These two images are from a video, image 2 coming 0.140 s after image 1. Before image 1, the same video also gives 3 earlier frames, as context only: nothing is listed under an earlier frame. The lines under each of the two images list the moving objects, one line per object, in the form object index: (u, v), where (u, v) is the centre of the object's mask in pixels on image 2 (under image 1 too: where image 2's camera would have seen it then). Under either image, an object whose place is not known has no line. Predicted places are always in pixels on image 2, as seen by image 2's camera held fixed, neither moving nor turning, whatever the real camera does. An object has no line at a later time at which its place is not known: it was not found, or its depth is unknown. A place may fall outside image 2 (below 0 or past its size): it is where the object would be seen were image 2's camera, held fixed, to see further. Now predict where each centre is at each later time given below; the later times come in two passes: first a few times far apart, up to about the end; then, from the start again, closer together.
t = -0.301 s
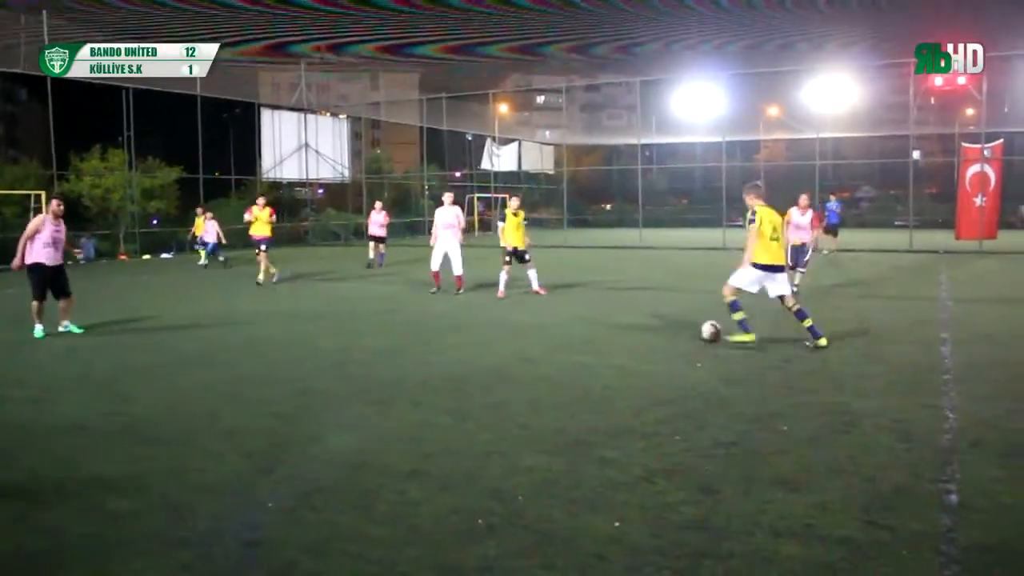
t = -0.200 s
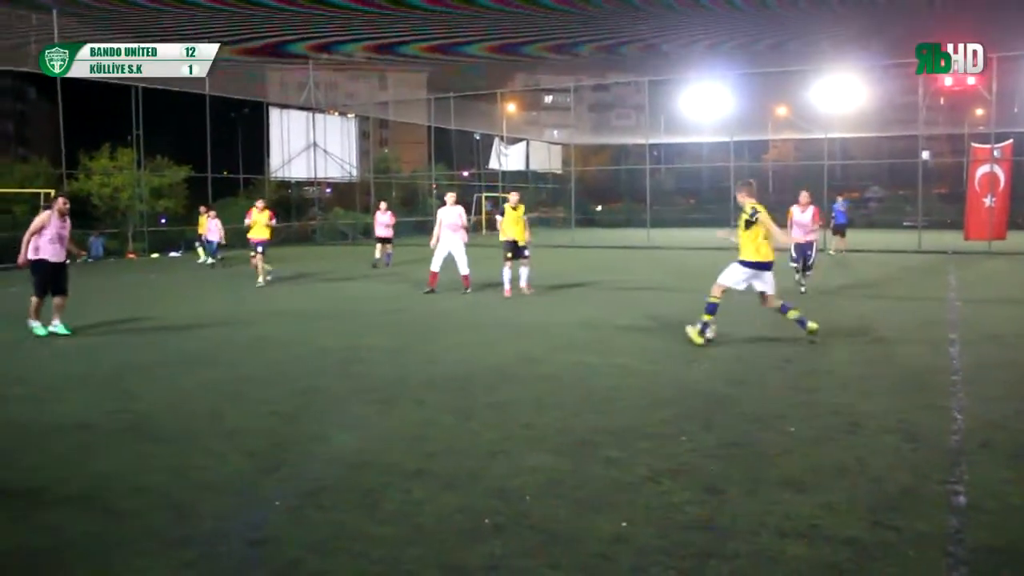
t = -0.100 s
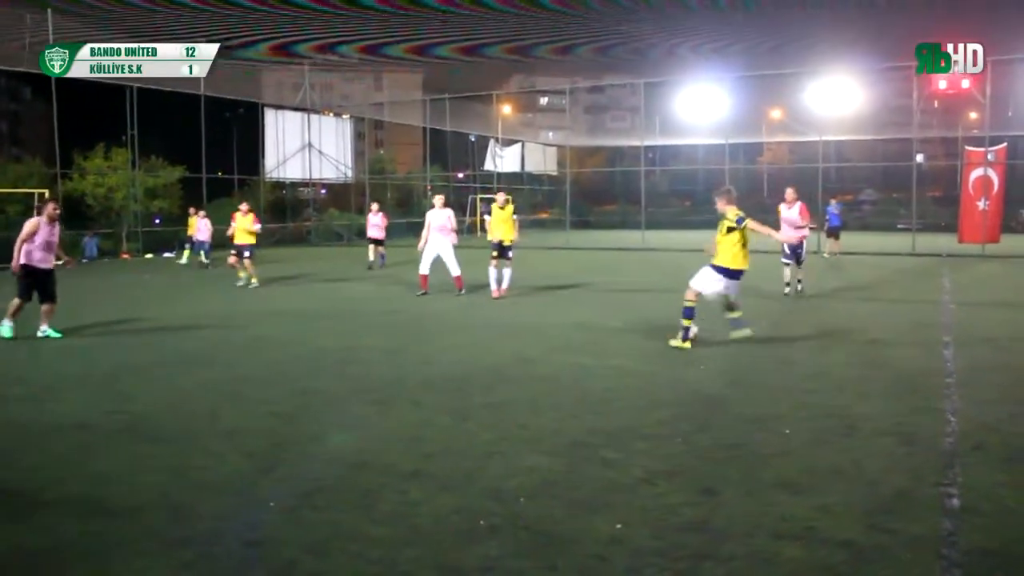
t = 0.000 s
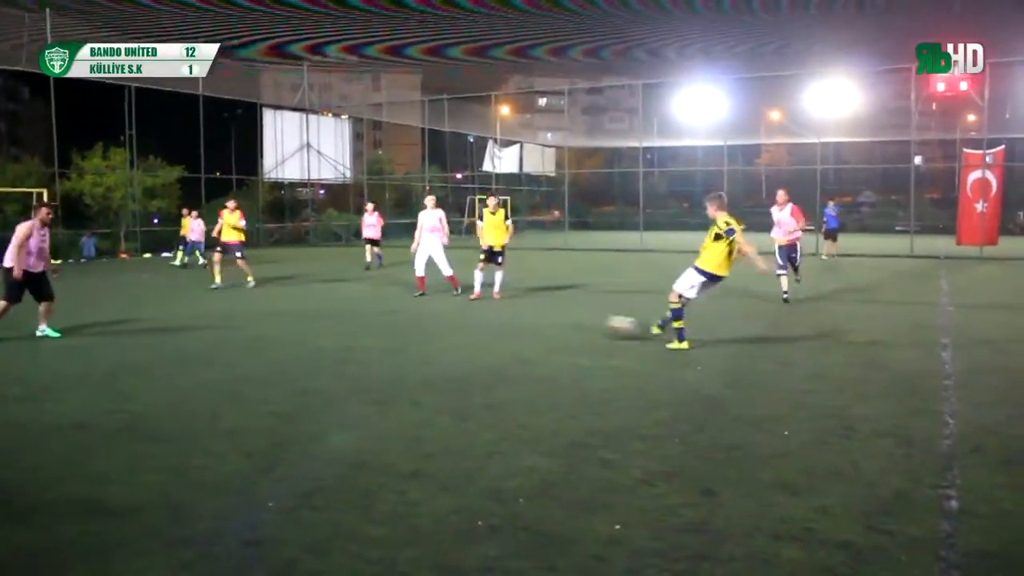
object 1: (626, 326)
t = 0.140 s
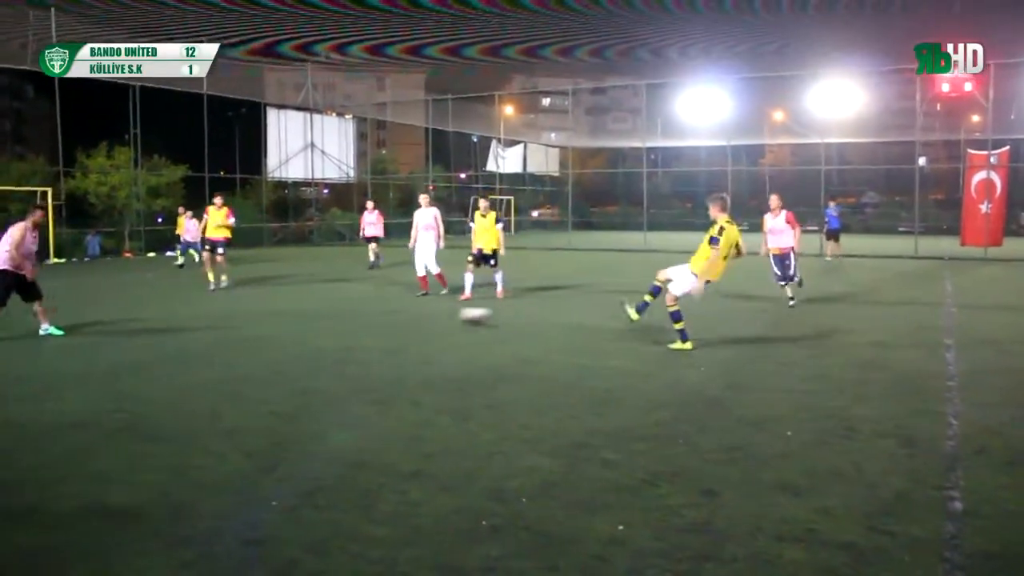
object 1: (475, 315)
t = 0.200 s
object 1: (422, 314)
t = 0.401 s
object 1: (288, 303)
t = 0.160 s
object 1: (456, 315)
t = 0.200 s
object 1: (422, 314)
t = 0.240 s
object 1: (391, 310)
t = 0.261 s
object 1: (378, 309)
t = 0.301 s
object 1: (348, 306)
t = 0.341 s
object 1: (324, 304)
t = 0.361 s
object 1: (312, 303)
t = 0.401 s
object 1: (288, 303)
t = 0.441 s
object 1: (267, 300)
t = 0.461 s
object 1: (258, 298)
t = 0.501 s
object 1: (238, 297)
